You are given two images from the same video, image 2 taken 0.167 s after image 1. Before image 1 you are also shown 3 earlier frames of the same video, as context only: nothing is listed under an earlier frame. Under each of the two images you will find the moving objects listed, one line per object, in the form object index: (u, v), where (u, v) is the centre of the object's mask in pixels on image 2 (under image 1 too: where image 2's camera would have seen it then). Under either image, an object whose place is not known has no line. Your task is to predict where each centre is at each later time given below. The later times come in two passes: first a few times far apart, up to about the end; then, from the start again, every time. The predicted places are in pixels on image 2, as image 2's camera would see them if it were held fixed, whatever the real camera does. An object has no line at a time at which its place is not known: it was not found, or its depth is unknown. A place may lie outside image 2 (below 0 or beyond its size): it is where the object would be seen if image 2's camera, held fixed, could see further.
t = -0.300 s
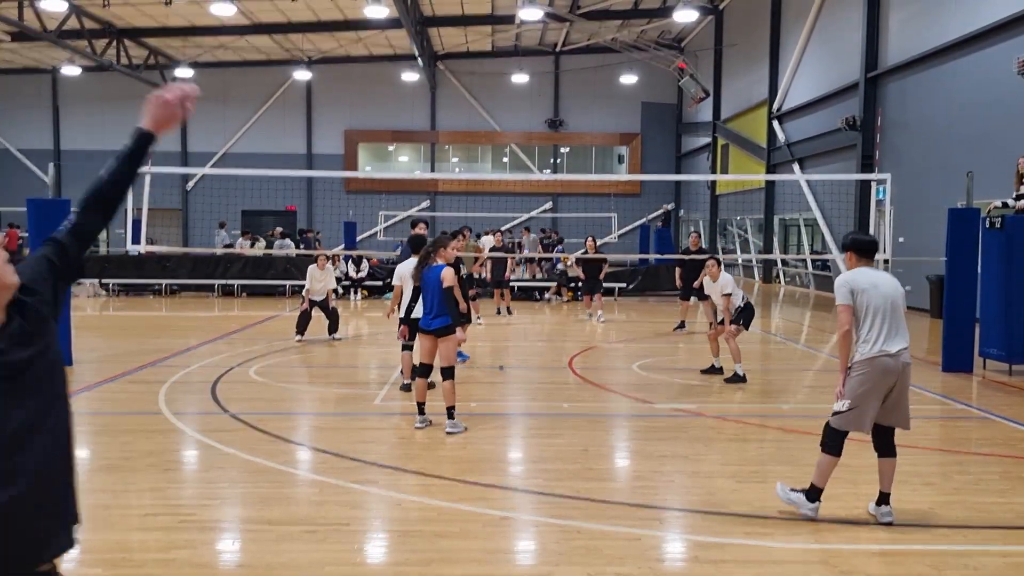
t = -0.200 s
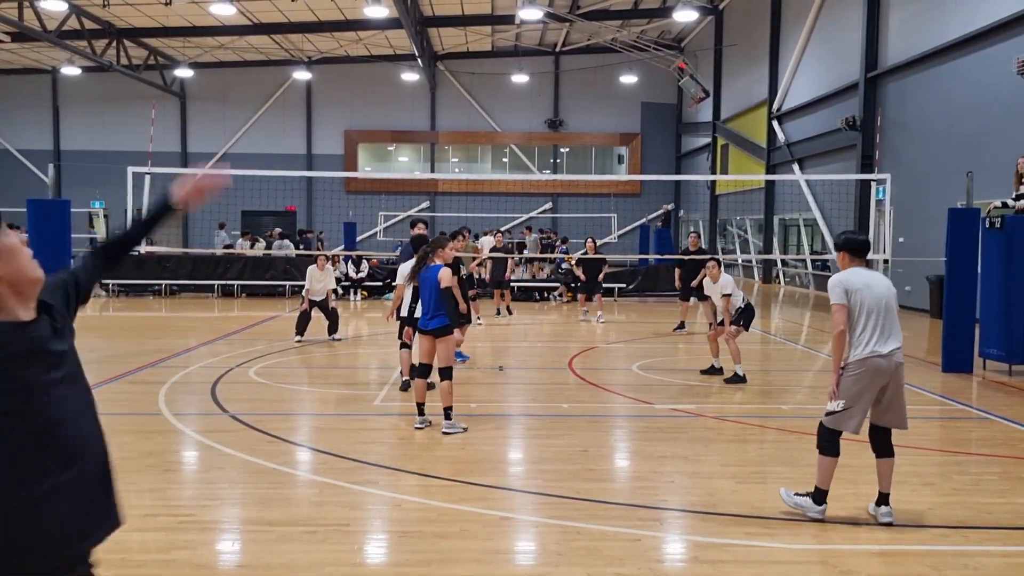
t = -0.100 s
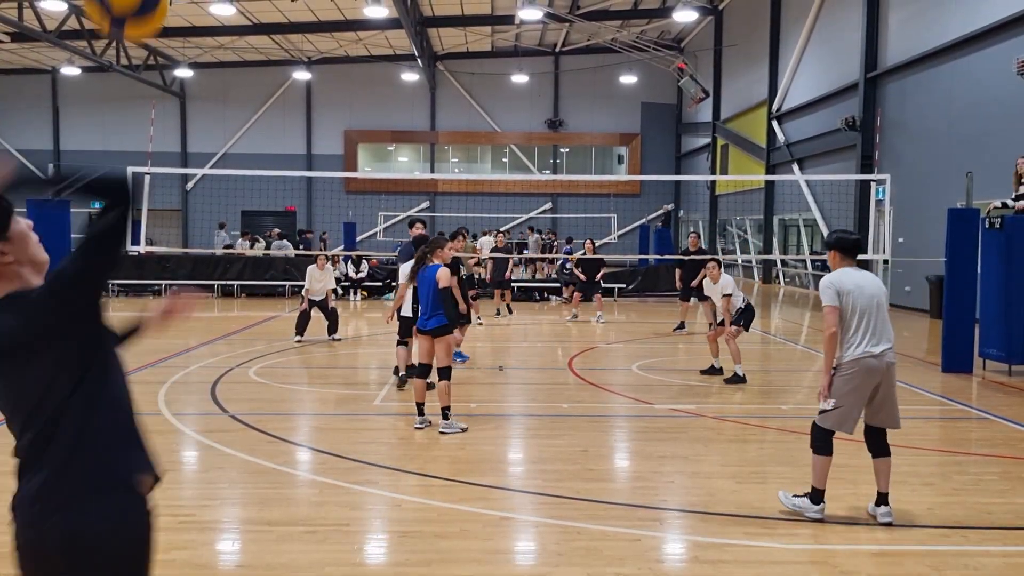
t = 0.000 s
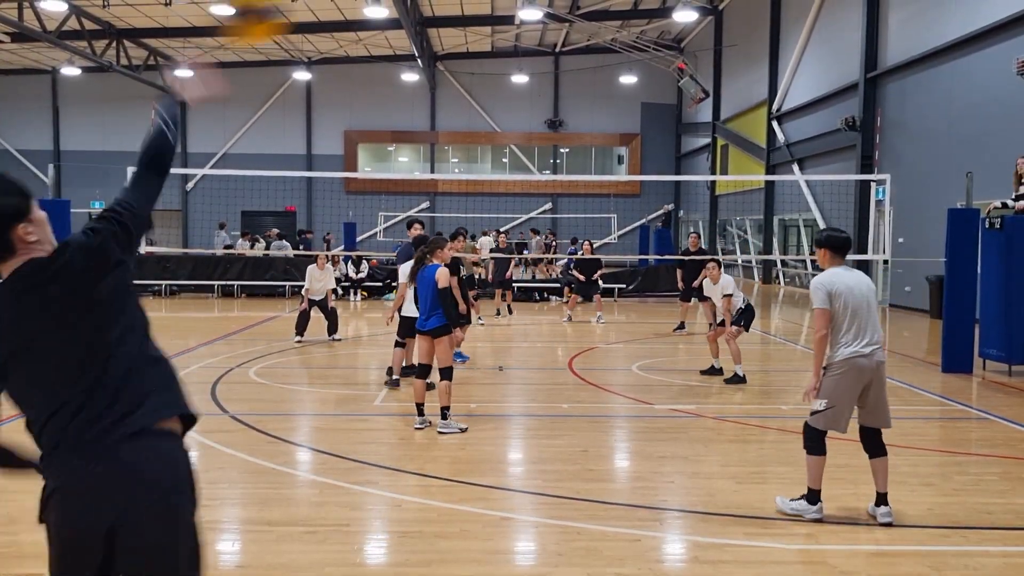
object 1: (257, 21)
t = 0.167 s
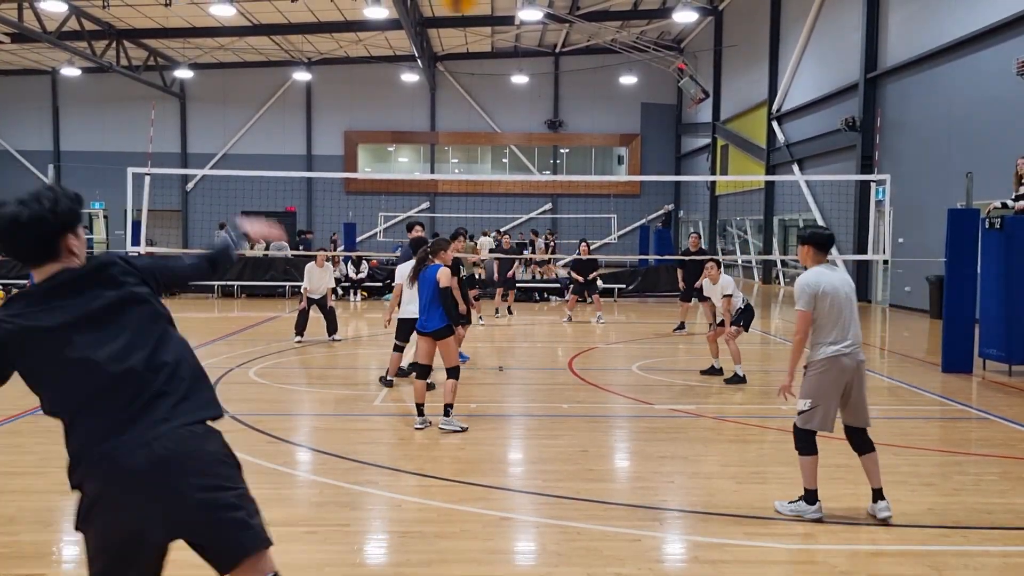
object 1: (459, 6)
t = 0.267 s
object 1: (514, 11)
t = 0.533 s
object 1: (594, 74)
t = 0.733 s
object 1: (619, 129)
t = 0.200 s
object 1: (482, 7)
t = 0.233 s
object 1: (501, 9)
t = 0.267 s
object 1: (514, 11)
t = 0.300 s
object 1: (529, 15)
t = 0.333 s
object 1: (544, 23)
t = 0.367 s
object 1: (554, 30)
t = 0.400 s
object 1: (565, 39)
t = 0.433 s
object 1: (574, 47)
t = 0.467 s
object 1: (581, 56)
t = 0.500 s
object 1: (589, 65)
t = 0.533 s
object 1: (594, 74)
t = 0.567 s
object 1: (600, 83)
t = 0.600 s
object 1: (605, 91)
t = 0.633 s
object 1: (609, 101)
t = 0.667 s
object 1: (613, 110)
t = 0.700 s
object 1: (616, 119)
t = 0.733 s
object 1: (619, 129)
